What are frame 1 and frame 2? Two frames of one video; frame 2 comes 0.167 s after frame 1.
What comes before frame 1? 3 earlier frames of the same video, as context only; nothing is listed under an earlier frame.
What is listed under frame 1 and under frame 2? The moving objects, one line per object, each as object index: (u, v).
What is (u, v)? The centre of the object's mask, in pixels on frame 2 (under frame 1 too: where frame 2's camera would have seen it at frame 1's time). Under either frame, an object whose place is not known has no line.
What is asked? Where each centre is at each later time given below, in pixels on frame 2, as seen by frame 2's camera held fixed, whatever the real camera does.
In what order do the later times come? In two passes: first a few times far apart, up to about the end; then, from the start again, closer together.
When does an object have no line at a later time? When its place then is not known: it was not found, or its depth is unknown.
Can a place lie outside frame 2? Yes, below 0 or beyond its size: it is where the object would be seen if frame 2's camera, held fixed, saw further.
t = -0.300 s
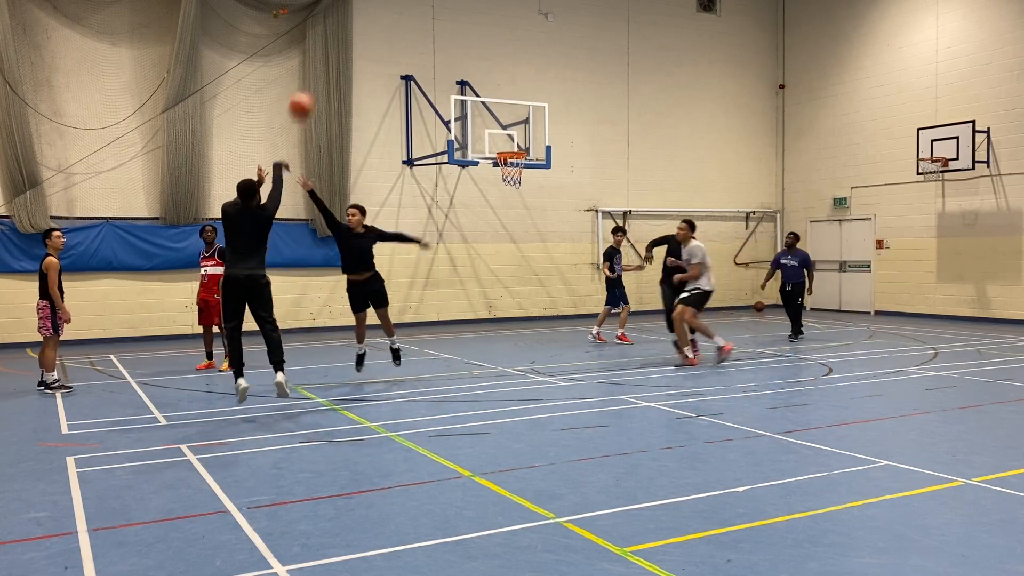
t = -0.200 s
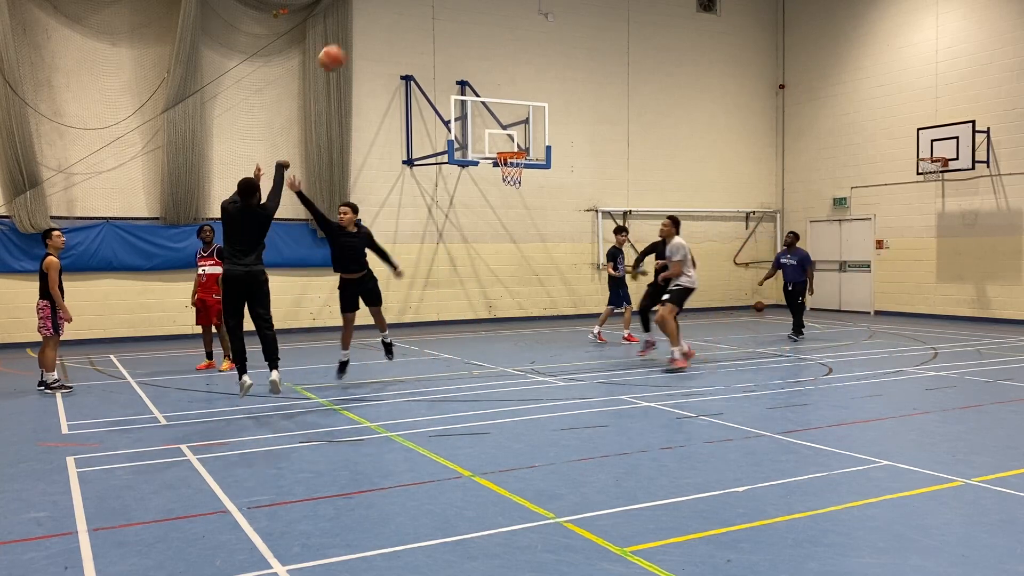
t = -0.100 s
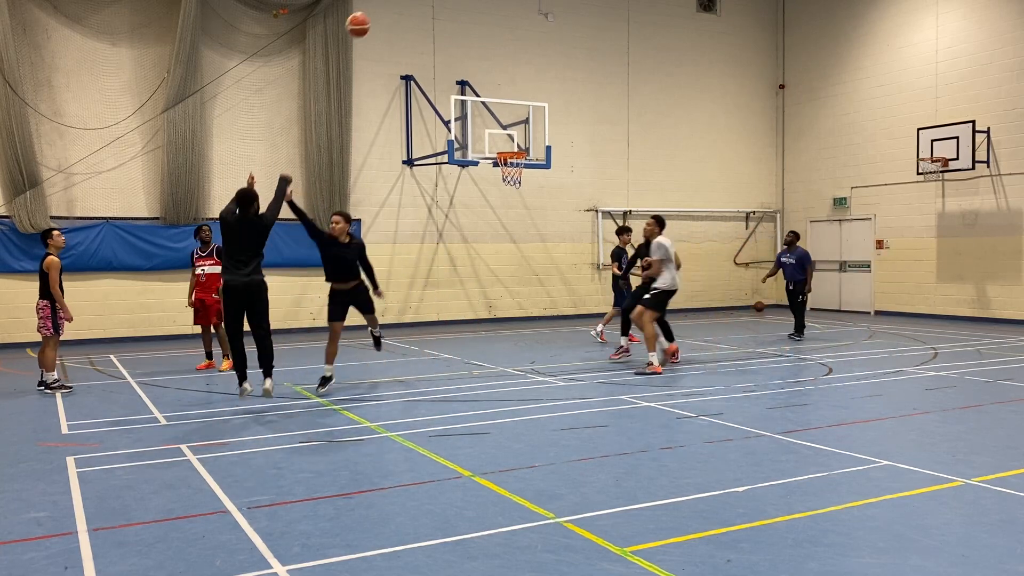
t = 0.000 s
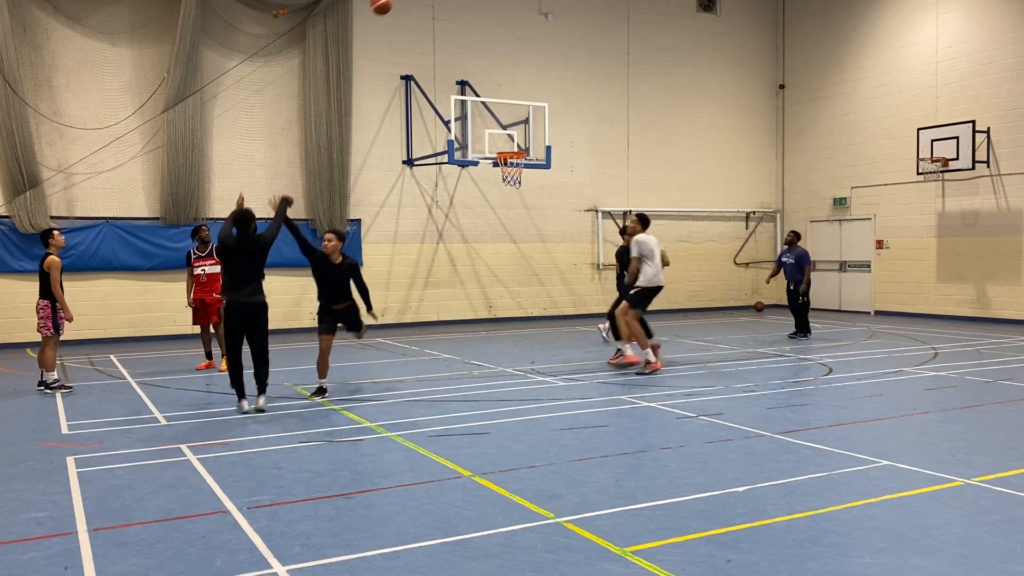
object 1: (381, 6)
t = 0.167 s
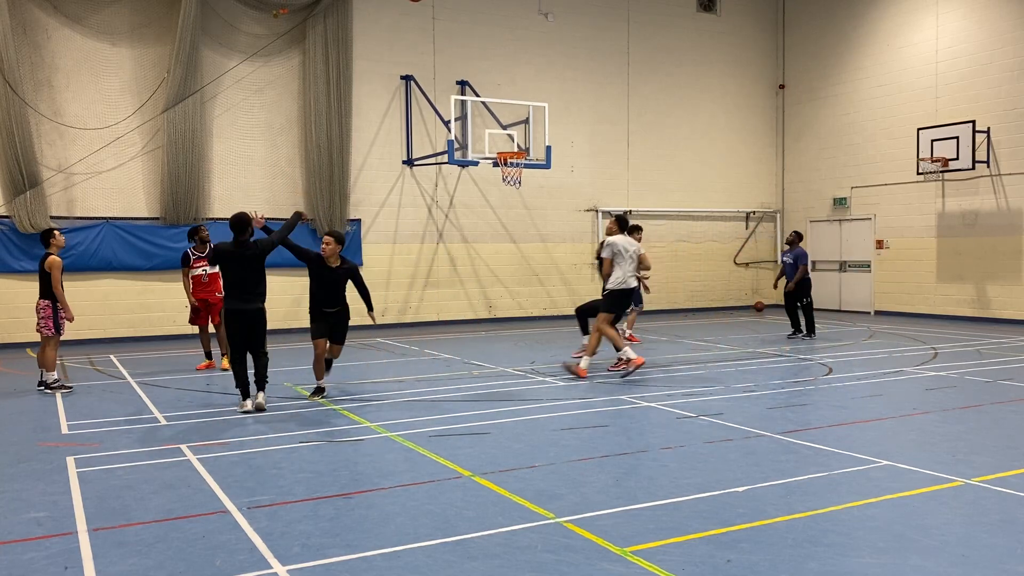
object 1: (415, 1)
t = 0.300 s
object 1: (438, 3)
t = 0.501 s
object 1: (468, 30)
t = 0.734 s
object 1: (497, 92)
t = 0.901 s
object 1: (515, 148)
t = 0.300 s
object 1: (438, 3)
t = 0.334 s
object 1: (444, 5)
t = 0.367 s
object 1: (449, 7)
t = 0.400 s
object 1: (454, 11)
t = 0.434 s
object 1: (459, 16)
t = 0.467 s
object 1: (464, 23)
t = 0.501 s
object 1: (468, 30)
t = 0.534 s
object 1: (473, 37)
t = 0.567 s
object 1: (477, 45)
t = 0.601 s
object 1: (481, 54)
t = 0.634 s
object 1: (485, 63)
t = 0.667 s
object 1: (489, 73)
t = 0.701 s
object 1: (493, 82)
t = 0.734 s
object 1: (497, 92)
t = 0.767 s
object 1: (501, 104)
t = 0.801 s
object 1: (505, 115)
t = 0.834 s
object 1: (509, 126)
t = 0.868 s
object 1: (512, 138)
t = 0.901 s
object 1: (515, 148)
